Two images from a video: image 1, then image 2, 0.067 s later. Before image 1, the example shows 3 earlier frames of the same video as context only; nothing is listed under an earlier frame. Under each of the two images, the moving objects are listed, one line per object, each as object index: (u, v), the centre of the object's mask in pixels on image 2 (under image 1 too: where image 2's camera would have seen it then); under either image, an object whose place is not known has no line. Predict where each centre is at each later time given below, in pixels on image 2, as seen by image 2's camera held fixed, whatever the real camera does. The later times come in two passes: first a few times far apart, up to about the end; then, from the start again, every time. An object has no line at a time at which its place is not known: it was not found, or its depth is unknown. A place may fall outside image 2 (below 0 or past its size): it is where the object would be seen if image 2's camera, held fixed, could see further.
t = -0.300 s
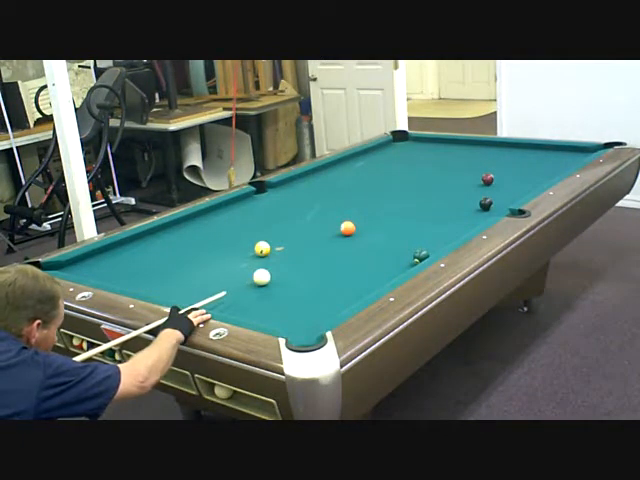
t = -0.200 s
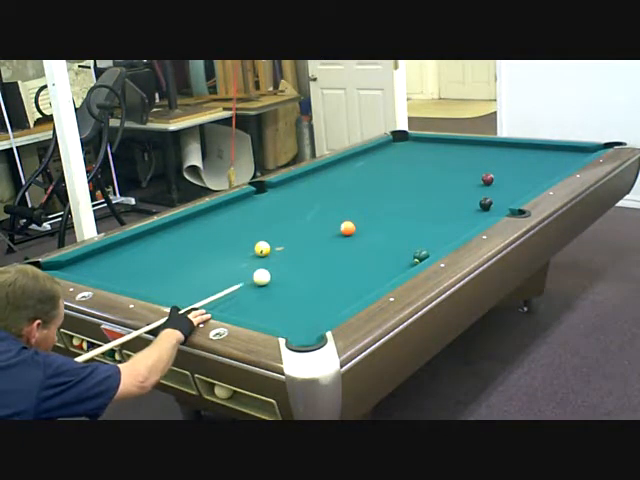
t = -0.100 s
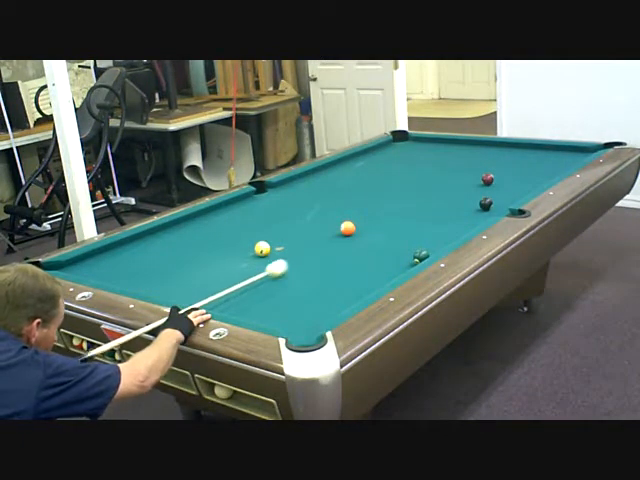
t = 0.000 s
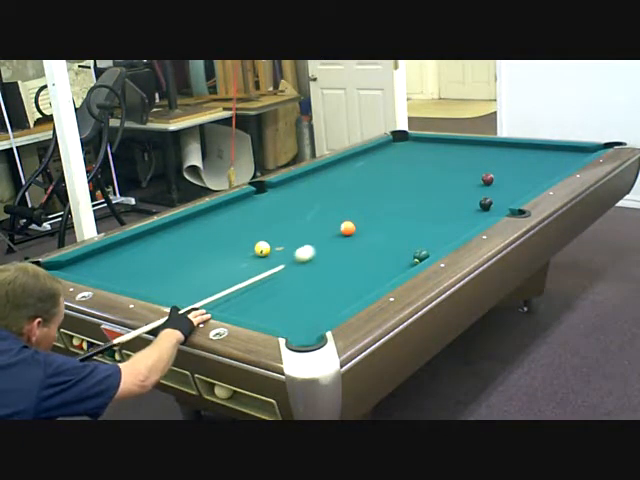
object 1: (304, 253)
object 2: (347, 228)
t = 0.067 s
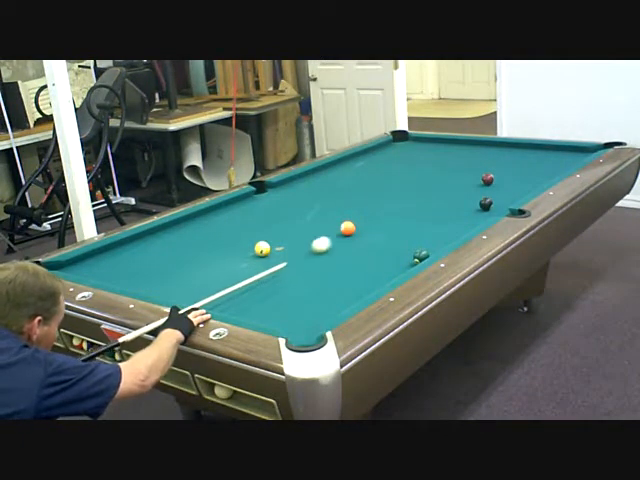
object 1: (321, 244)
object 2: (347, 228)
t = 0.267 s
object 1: (356, 232)
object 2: (356, 218)
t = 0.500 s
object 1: (388, 225)
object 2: (368, 203)
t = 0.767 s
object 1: (422, 218)
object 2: (381, 188)
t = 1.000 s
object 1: (450, 213)
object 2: (390, 177)
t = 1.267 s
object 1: (479, 207)
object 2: (399, 166)
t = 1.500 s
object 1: (497, 207)
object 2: (406, 158)
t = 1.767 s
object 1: (500, 206)
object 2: (414, 149)
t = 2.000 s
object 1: (493, 204)
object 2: (419, 142)
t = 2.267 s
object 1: (487, 203)
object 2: (413, 140)
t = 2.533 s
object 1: (482, 201)
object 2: (397, 143)
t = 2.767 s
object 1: (478, 201)
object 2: (383, 146)
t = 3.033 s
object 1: (474, 200)
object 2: (369, 149)
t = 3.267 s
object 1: (471, 200)
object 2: (366, 152)
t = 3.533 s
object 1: (470, 199)
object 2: (363, 154)
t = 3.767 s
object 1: (469, 199)
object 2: (360, 156)
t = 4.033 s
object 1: (469, 199)
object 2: (357, 159)
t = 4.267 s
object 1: (469, 199)
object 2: (354, 160)
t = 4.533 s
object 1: (469, 199)
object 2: (352, 162)
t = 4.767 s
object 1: (469, 199)
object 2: (350, 164)
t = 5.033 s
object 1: (469, 199)
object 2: (349, 165)
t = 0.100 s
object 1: (328, 240)
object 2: (347, 228)
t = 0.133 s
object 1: (335, 236)
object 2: (348, 228)
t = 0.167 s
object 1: (343, 233)
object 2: (350, 225)
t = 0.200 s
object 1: (347, 232)
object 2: (351, 222)
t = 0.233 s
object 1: (352, 232)
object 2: (353, 220)
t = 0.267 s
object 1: (356, 232)
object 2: (356, 218)
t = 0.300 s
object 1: (361, 231)
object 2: (358, 215)
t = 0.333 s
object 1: (365, 230)
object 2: (359, 213)
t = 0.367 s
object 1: (370, 229)
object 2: (361, 211)
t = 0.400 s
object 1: (374, 228)
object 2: (364, 209)
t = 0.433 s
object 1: (379, 227)
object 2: (365, 207)
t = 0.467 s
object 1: (384, 226)
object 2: (367, 205)
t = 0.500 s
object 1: (388, 225)
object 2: (368, 203)
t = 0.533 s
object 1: (392, 225)
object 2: (370, 201)
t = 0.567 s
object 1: (397, 224)
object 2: (372, 199)
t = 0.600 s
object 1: (401, 223)
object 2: (373, 197)
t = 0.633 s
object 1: (405, 222)
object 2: (375, 195)
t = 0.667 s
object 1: (409, 221)
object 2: (376, 194)
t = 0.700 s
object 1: (414, 220)
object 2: (378, 192)
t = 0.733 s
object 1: (418, 219)
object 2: (379, 190)
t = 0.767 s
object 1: (422, 218)
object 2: (381, 188)
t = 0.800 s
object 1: (426, 218)
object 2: (382, 187)
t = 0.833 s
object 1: (430, 217)
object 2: (383, 185)
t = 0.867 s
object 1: (434, 216)
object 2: (385, 183)
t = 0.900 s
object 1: (438, 215)
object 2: (386, 182)
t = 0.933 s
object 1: (442, 215)
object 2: (388, 180)
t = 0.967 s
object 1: (446, 214)
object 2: (389, 179)
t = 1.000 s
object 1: (450, 213)
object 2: (390, 177)
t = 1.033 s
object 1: (453, 213)
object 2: (391, 176)
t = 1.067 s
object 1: (457, 212)
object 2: (393, 174)
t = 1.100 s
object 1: (461, 211)
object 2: (394, 173)
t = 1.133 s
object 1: (465, 210)
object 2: (395, 171)
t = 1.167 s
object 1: (468, 210)
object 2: (396, 170)
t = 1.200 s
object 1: (472, 209)
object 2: (397, 169)
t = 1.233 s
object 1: (476, 208)
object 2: (399, 167)
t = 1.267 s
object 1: (479, 207)
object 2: (399, 166)
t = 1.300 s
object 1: (482, 207)
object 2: (400, 165)
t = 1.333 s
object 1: (485, 207)
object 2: (402, 164)
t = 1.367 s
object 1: (487, 207)
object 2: (403, 162)
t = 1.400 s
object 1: (490, 207)
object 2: (404, 161)
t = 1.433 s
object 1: (492, 207)
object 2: (405, 160)
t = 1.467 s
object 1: (495, 207)
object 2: (405, 159)
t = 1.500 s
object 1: (497, 207)
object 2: (406, 158)
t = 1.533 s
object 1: (500, 207)
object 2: (407, 156)
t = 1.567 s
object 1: (502, 207)
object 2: (408, 155)
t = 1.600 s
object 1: (504, 206)
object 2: (409, 154)
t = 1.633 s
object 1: (503, 206)
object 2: (410, 153)
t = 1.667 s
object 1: (503, 206)
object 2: (411, 152)
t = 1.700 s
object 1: (502, 206)
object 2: (412, 151)
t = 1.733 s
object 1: (501, 206)
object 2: (413, 150)
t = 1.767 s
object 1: (500, 206)
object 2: (414, 149)
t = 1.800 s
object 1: (499, 205)
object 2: (414, 148)
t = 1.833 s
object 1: (498, 205)
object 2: (415, 147)
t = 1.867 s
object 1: (497, 205)
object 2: (416, 146)
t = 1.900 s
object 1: (496, 205)
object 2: (417, 145)
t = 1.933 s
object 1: (495, 205)
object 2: (418, 144)
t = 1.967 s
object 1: (494, 204)
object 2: (418, 143)
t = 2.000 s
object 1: (493, 204)
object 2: (419, 142)
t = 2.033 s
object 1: (492, 204)
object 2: (419, 141)
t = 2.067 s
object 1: (492, 204)
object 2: (420, 140)
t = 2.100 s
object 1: (491, 203)
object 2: (421, 139)
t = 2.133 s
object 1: (490, 203)
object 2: (421, 139)
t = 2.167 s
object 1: (489, 203)
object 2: (419, 139)
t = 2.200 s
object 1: (488, 203)
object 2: (417, 139)
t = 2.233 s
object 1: (488, 203)
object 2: (415, 139)
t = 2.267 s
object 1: (487, 203)
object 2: (413, 140)
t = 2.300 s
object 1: (486, 202)
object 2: (411, 140)
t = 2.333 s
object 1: (485, 202)
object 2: (409, 141)
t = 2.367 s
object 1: (485, 202)
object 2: (407, 141)
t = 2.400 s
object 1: (484, 202)
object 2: (405, 142)
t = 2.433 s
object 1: (483, 202)
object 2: (403, 142)
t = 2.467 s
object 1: (483, 202)
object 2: (401, 142)
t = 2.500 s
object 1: (482, 202)
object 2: (399, 143)
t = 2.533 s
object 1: (482, 201)
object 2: (397, 143)
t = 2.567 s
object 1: (481, 201)
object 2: (395, 144)
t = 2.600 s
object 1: (480, 201)
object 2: (393, 144)
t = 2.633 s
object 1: (480, 201)
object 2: (391, 145)
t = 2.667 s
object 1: (479, 201)
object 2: (389, 145)
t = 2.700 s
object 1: (479, 201)
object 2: (387, 146)
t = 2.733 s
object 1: (478, 201)
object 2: (385, 146)
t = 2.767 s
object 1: (478, 201)
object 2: (383, 146)
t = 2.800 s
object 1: (477, 200)
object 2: (381, 147)
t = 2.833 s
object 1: (477, 200)
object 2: (379, 147)
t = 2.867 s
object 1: (476, 200)
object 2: (377, 148)
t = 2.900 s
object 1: (476, 200)
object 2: (375, 148)
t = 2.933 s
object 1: (475, 200)
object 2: (374, 148)
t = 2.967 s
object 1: (475, 200)
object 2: (372, 148)
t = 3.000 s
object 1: (474, 200)
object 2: (370, 149)
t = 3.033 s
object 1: (474, 200)
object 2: (369, 149)
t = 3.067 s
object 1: (473, 200)
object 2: (369, 150)
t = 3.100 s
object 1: (473, 200)
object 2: (368, 150)
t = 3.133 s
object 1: (473, 200)
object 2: (368, 150)
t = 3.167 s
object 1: (472, 200)
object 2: (367, 151)
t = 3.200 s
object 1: (472, 200)
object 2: (367, 151)
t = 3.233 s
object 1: (472, 200)
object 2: (367, 151)
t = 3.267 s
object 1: (471, 200)
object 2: (366, 152)
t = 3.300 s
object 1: (471, 199)
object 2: (366, 152)
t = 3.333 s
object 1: (471, 199)
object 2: (365, 152)
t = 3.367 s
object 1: (471, 199)
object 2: (365, 153)
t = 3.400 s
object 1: (470, 199)
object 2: (365, 153)
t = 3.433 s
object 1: (470, 199)
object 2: (364, 153)
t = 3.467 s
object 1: (470, 199)
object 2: (364, 154)
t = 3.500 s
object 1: (470, 199)
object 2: (363, 154)
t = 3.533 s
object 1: (470, 199)
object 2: (363, 154)
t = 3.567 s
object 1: (469, 199)
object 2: (362, 154)
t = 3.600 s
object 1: (469, 199)
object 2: (362, 155)
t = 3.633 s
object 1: (469, 199)
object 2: (362, 155)
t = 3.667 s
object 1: (469, 199)
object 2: (361, 155)
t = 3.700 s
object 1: (469, 199)
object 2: (361, 156)
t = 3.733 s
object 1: (469, 199)
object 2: (360, 156)
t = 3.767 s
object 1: (469, 199)
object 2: (360, 156)
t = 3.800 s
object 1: (469, 199)
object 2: (360, 157)
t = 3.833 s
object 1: (469, 199)
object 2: (359, 157)
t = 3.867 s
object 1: (469, 199)
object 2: (359, 157)
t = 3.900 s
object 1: (469, 199)
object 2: (358, 157)
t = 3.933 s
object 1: (469, 199)
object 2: (358, 158)
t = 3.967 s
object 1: (469, 199)
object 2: (357, 158)
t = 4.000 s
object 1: (469, 199)
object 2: (357, 158)
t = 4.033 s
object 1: (469, 199)
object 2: (357, 159)
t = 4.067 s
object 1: (469, 199)
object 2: (356, 159)
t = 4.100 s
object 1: (469, 199)
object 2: (356, 159)
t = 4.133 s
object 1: (469, 199)
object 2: (356, 160)
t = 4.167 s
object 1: (469, 199)
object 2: (356, 160)
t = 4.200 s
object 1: (469, 199)
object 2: (355, 160)
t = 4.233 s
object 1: (469, 199)
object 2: (355, 160)
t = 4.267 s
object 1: (469, 199)
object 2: (354, 160)
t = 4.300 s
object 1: (469, 199)
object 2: (354, 161)
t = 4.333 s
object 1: (469, 199)
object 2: (354, 161)
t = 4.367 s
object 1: (469, 199)
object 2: (354, 161)
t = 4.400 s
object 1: (469, 199)
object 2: (353, 162)
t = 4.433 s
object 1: (469, 199)
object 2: (353, 162)
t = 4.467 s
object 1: (469, 199)
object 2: (353, 162)
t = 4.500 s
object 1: (469, 199)
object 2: (352, 162)
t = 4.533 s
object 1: (469, 199)
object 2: (352, 162)
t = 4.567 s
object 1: (469, 199)
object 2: (352, 163)
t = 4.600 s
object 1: (469, 199)
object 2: (352, 163)
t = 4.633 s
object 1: (469, 199)
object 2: (351, 163)
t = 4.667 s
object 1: (469, 199)
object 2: (351, 163)
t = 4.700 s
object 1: (469, 199)
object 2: (351, 163)
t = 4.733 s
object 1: (469, 199)
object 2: (351, 163)
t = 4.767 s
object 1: (469, 199)
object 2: (350, 164)
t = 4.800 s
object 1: (469, 199)
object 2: (350, 164)
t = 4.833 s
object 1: (469, 199)
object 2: (350, 164)
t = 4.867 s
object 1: (469, 199)
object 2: (350, 164)
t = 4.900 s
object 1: (469, 199)
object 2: (350, 165)
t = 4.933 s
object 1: (469, 199)
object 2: (349, 165)
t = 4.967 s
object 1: (469, 199)
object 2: (349, 165)
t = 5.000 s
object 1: (469, 199)
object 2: (349, 165)
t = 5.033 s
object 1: (469, 199)
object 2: (349, 165)
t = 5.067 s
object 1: (469, 199)
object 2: (349, 165)
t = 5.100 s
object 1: (469, 199)
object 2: (349, 165)
